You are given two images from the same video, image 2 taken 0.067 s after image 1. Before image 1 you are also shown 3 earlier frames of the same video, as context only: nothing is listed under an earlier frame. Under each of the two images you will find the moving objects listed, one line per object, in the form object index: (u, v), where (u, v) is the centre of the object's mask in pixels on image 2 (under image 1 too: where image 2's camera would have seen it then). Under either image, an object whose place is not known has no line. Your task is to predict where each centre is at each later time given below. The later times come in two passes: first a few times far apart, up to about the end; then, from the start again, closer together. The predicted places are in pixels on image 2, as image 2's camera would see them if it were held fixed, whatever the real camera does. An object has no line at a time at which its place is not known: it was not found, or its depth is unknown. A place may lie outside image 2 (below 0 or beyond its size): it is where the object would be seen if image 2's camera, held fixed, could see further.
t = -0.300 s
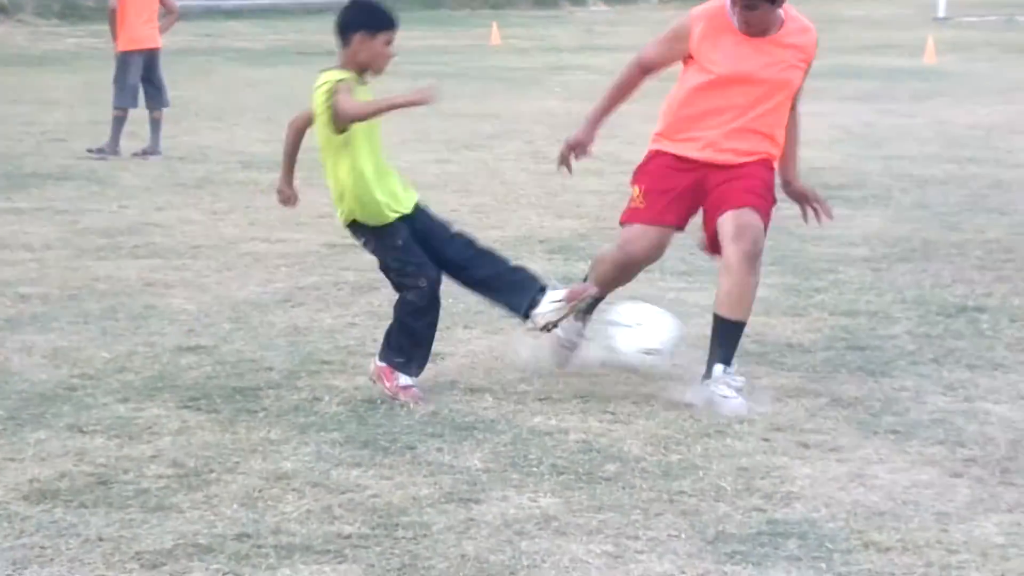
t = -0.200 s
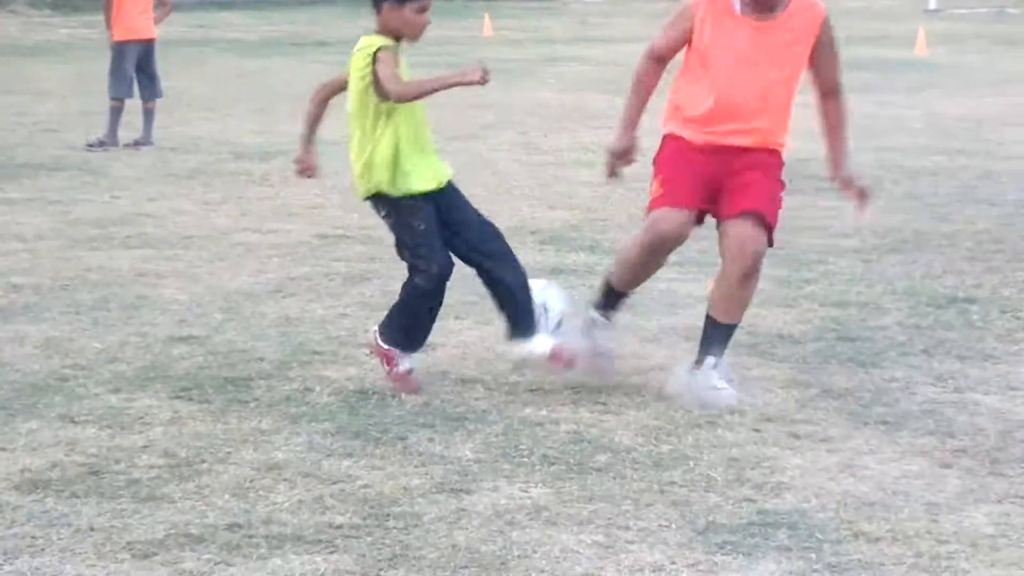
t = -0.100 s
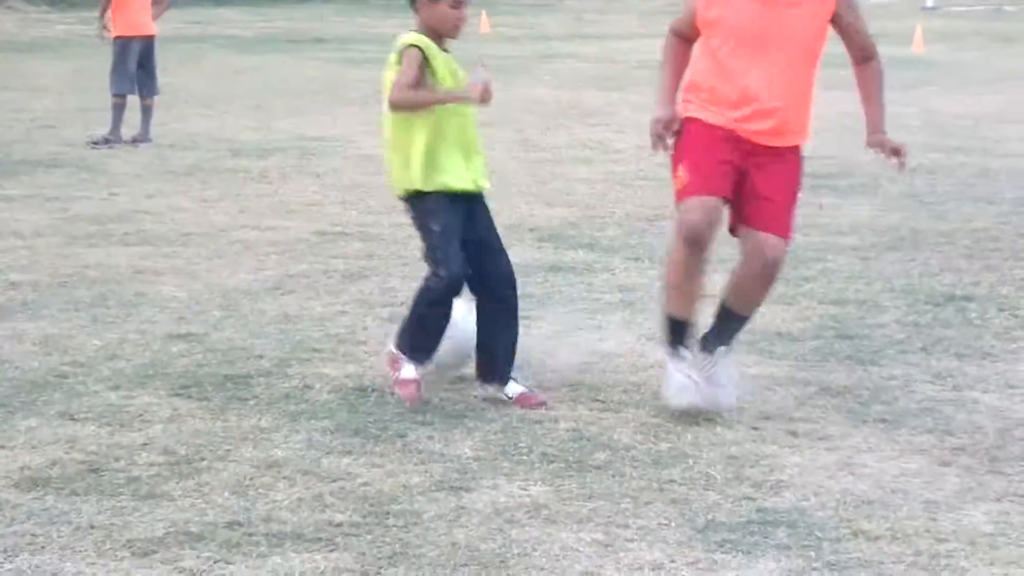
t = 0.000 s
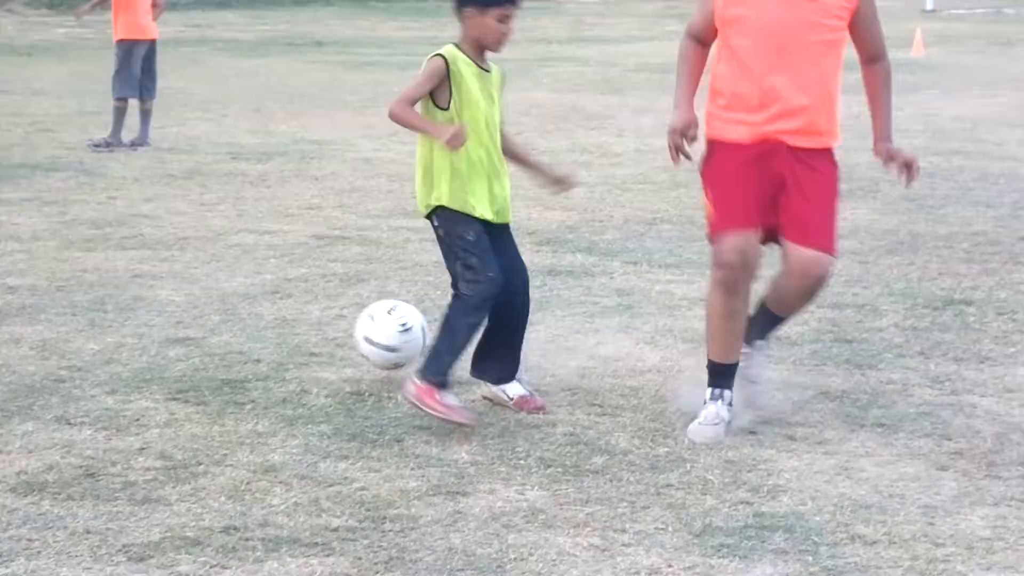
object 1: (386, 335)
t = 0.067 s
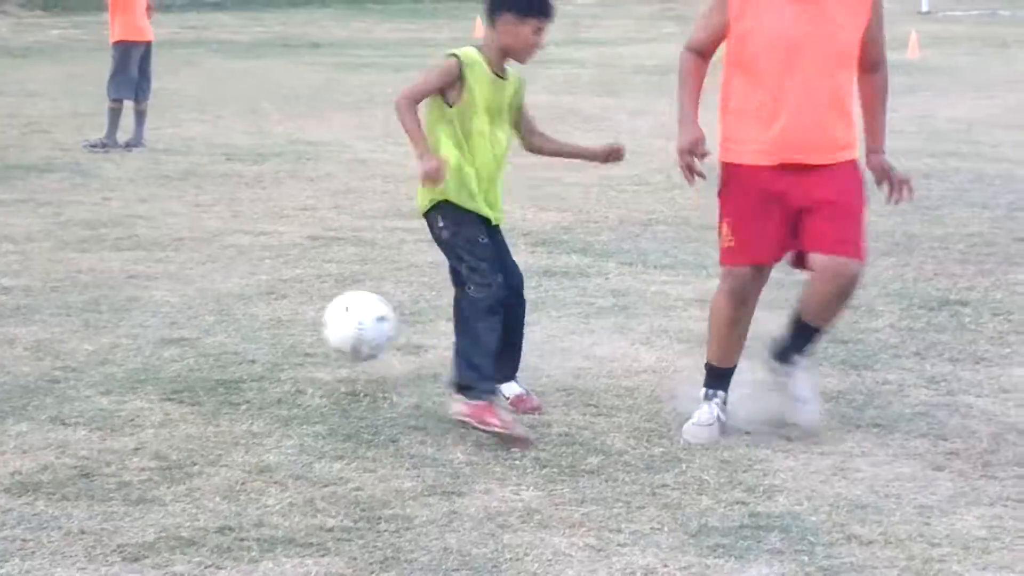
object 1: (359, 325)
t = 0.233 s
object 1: (291, 348)
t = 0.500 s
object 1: (210, 351)
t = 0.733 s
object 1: (139, 357)
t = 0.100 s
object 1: (343, 326)
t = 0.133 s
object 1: (328, 330)
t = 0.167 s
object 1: (314, 338)
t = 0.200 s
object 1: (302, 349)
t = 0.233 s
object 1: (291, 348)
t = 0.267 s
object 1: (281, 343)
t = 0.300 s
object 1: (270, 338)
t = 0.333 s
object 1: (259, 338)
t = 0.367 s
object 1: (247, 344)
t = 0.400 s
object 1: (240, 353)
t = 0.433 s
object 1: (229, 354)
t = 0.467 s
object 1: (221, 353)
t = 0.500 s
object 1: (210, 351)
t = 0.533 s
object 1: (197, 355)
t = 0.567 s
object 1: (187, 357)
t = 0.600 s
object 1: (176, 356)
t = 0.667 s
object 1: (157, 359)
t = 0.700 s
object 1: (148, 357)
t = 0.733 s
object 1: (139, 357)
